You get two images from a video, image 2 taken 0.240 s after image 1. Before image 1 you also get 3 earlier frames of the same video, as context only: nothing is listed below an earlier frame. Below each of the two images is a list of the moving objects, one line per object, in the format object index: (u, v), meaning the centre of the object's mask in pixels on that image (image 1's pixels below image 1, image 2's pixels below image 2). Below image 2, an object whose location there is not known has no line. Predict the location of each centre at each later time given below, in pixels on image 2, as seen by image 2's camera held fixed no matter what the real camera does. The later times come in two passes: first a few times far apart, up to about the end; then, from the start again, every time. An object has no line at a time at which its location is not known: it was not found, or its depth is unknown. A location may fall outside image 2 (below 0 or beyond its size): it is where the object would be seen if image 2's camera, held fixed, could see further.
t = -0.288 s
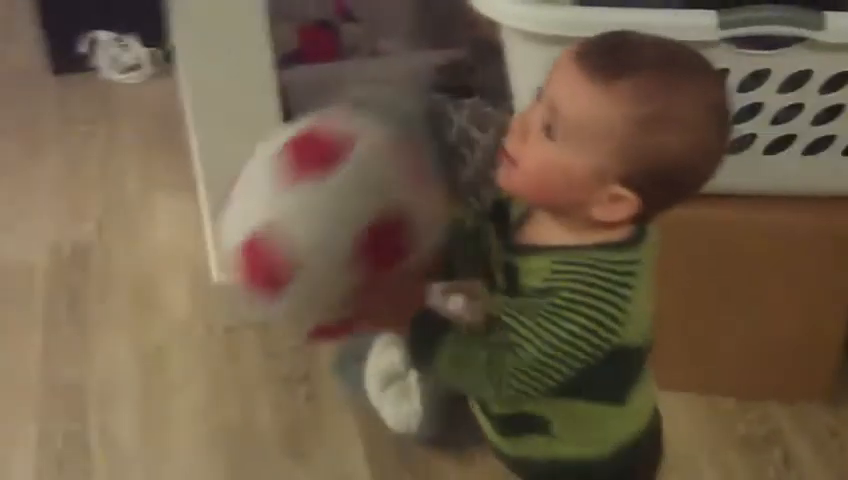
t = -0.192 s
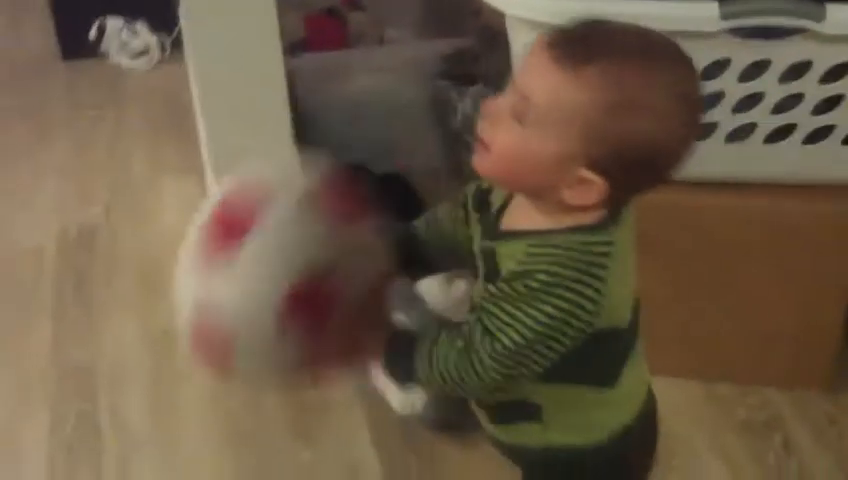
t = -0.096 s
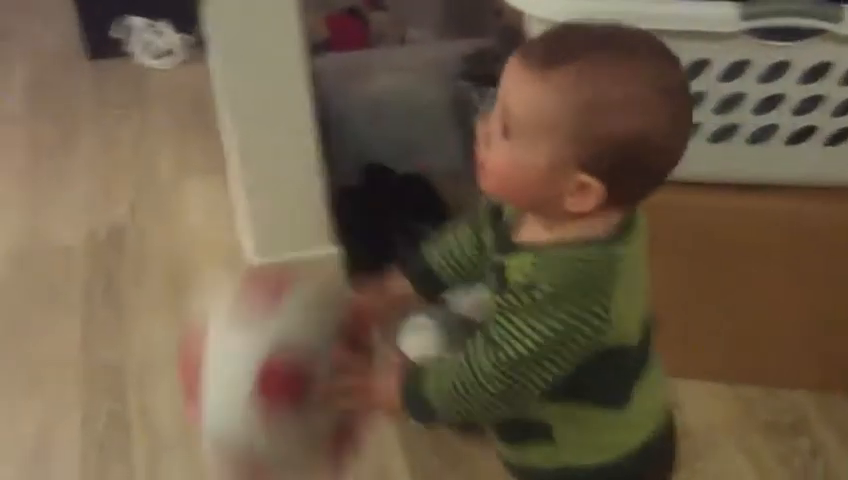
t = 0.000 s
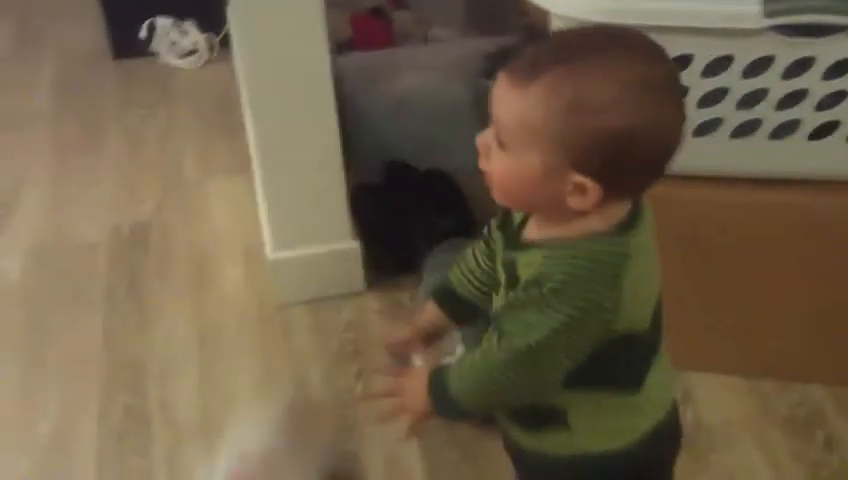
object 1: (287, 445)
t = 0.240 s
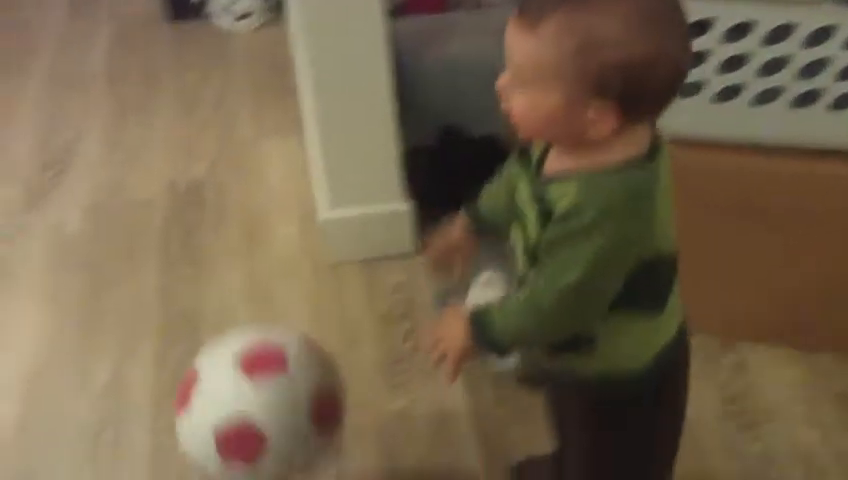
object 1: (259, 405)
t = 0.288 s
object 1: (249, 407)
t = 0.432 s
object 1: (228, 446)
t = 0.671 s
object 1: (203, 417)
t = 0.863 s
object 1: (190, 406)
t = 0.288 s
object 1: (249, 407)
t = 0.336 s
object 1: (240, 417)
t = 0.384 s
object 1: (234, 441)
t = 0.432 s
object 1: (228, 446)
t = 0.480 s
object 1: (221, 423)
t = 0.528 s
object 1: (214, 412)
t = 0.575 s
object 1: (210, 417)
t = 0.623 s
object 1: (207, 425)
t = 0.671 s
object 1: (203, 417)
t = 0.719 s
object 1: (197, 411)
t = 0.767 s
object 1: (193, 412)
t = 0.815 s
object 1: (191, 407)
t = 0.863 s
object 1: (190, 406)
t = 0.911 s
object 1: (191, 405)
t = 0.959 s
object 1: (189, 403)
